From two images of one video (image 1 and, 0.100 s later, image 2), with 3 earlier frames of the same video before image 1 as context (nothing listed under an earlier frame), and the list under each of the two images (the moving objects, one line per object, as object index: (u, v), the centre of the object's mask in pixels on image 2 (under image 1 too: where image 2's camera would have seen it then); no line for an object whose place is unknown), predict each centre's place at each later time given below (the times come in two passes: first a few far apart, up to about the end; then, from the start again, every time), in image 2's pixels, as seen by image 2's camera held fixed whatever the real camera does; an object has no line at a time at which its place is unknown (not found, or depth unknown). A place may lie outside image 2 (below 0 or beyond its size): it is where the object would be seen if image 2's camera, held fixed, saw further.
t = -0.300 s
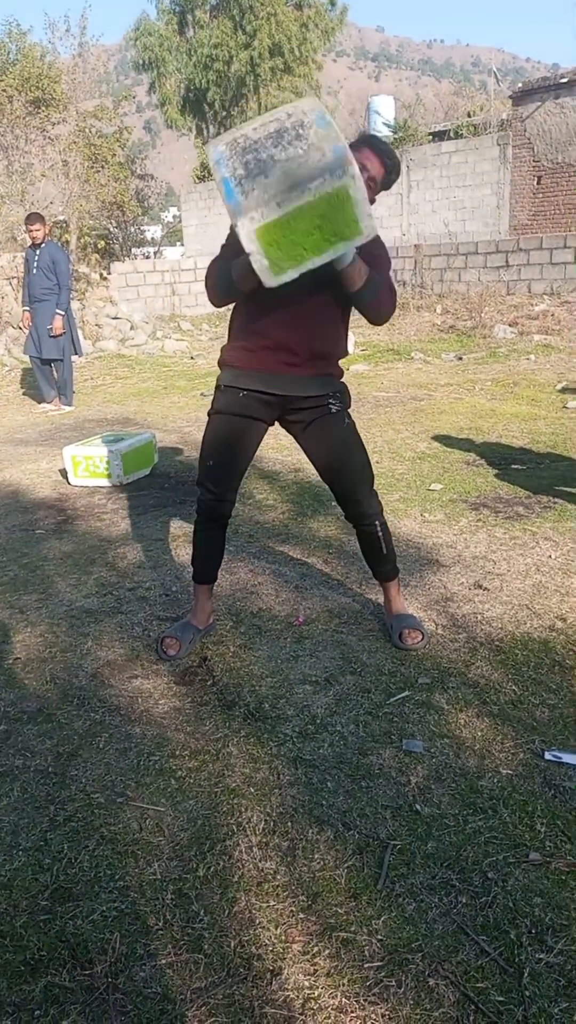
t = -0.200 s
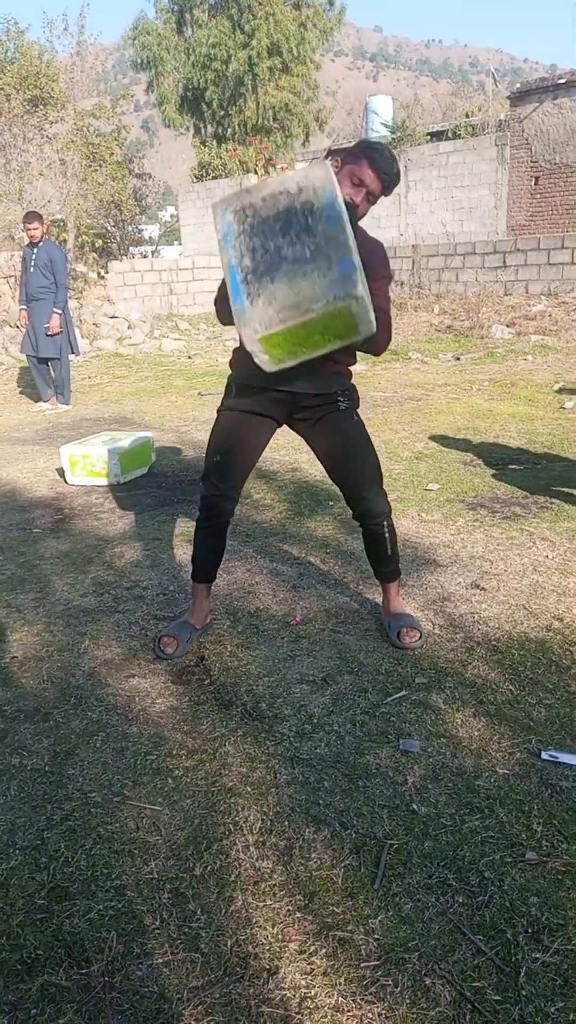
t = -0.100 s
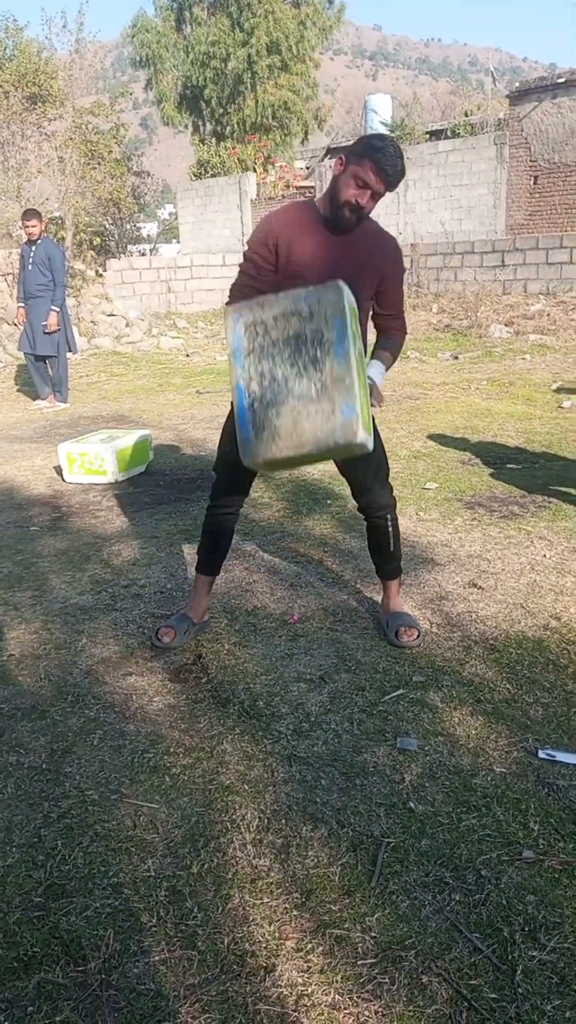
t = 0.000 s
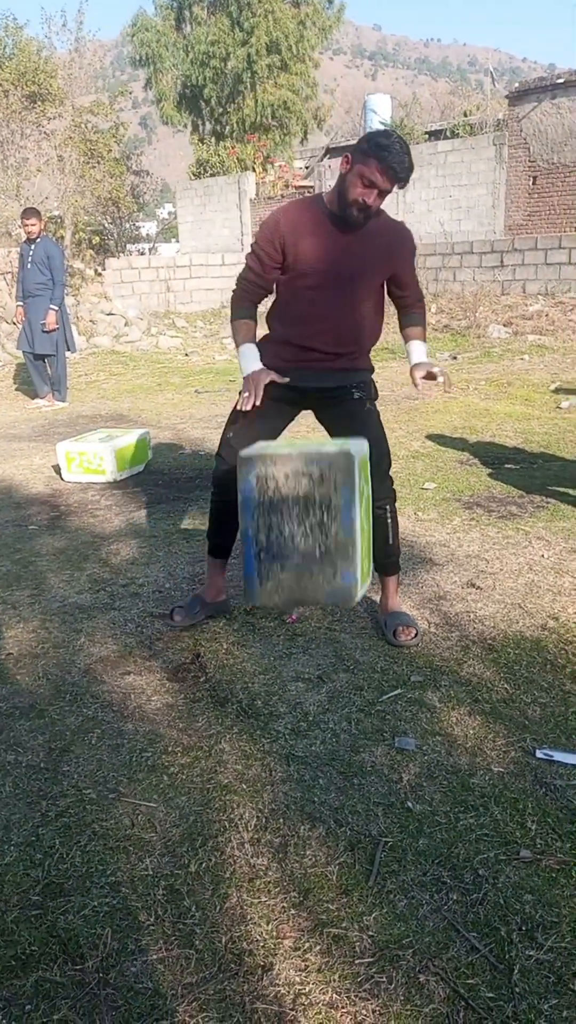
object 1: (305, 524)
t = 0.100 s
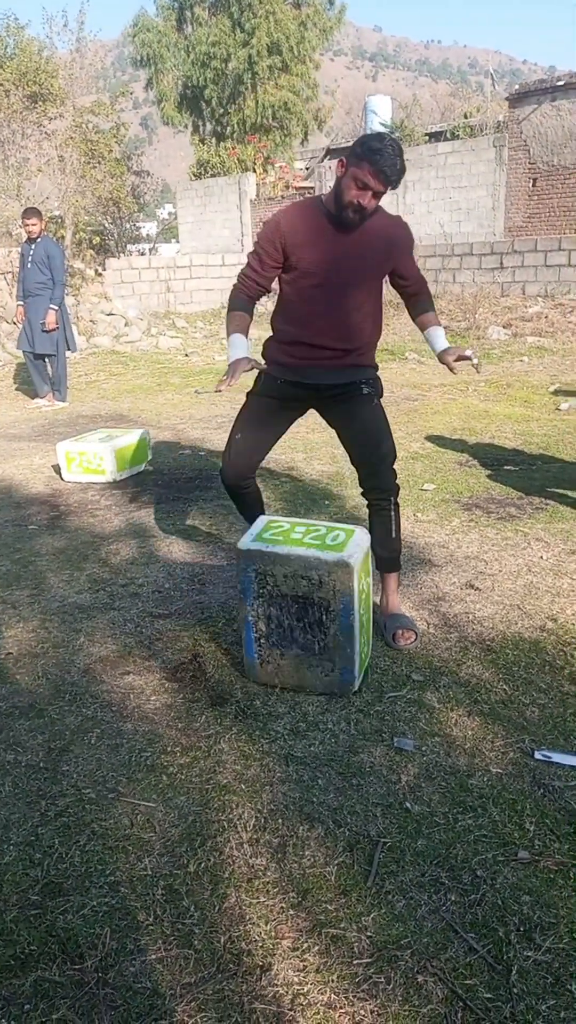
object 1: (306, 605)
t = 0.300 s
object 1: (286, 618)
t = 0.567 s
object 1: (266, 682)
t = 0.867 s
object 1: (260, 721)
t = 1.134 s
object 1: (261, 722)
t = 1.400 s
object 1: (262, 721)
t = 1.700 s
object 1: (261, 721)
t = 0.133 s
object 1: (302, 599)
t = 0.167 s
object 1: (299, 597)
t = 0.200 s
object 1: (295, 598)
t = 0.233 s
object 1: (292, 603)
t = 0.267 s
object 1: (289, 612)
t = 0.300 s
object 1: (286, 618)
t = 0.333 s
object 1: (284, 619)
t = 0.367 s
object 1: (280, 623)
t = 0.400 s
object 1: (278, 627)
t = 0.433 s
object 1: (276, 633)
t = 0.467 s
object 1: (274, 640)
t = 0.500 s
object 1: (269, 651)
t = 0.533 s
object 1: (267, 667)
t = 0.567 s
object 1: (266, 682)
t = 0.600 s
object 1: (264, 700)
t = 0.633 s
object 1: (264, 706)
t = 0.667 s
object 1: (264, 706)
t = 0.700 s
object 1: (265, 709)
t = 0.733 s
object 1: (266, 712)
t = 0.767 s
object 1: (265, 717)
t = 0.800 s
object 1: (264, 721)
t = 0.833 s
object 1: (261, 721)
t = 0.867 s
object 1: (260, 721)
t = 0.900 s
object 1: (260, 721)
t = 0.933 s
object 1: (261, 721)
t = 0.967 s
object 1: (263, 721)
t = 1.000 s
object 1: (263, 721)
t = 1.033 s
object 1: (262, 722)
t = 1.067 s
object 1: (262, 722)
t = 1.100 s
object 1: (261, 722)
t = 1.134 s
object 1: (261, 722)
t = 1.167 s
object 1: (262, 722)
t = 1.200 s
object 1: (262, 721)
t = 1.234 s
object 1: (262, 721)
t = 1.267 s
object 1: (262, 721)
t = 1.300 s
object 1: (262, 721)
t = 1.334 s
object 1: (262, 721)
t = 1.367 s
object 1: (262, 721)
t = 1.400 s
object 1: (262, 721)
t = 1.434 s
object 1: (261, 721)
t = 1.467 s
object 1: (262, 721)
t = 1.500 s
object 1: (262, 721)
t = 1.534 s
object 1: (261, 721)
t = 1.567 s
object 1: (261, 721)
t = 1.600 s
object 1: (261, 721)
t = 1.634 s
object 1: (261, 721)
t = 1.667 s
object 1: (261, 721)
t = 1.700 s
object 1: (261, 721)
